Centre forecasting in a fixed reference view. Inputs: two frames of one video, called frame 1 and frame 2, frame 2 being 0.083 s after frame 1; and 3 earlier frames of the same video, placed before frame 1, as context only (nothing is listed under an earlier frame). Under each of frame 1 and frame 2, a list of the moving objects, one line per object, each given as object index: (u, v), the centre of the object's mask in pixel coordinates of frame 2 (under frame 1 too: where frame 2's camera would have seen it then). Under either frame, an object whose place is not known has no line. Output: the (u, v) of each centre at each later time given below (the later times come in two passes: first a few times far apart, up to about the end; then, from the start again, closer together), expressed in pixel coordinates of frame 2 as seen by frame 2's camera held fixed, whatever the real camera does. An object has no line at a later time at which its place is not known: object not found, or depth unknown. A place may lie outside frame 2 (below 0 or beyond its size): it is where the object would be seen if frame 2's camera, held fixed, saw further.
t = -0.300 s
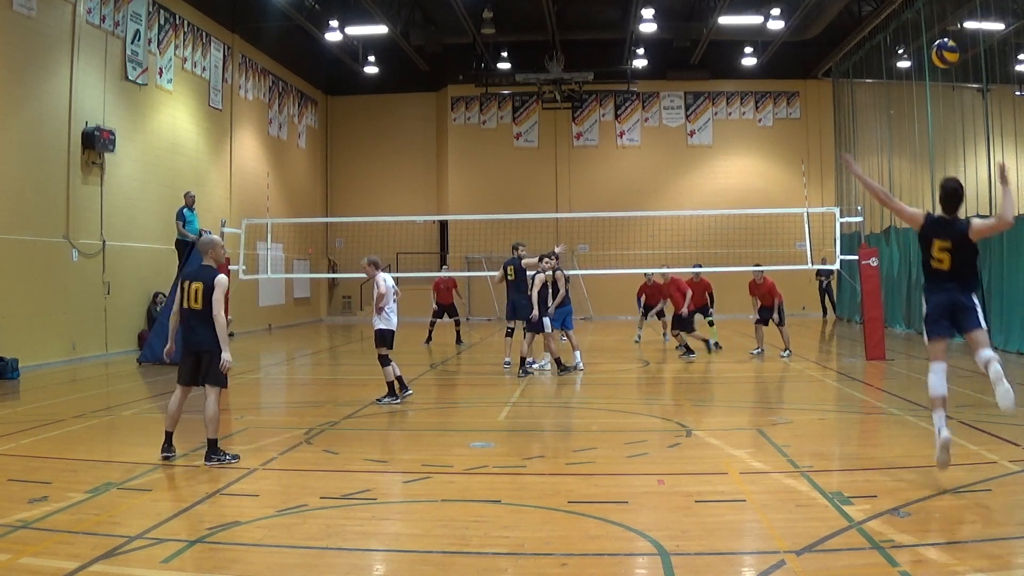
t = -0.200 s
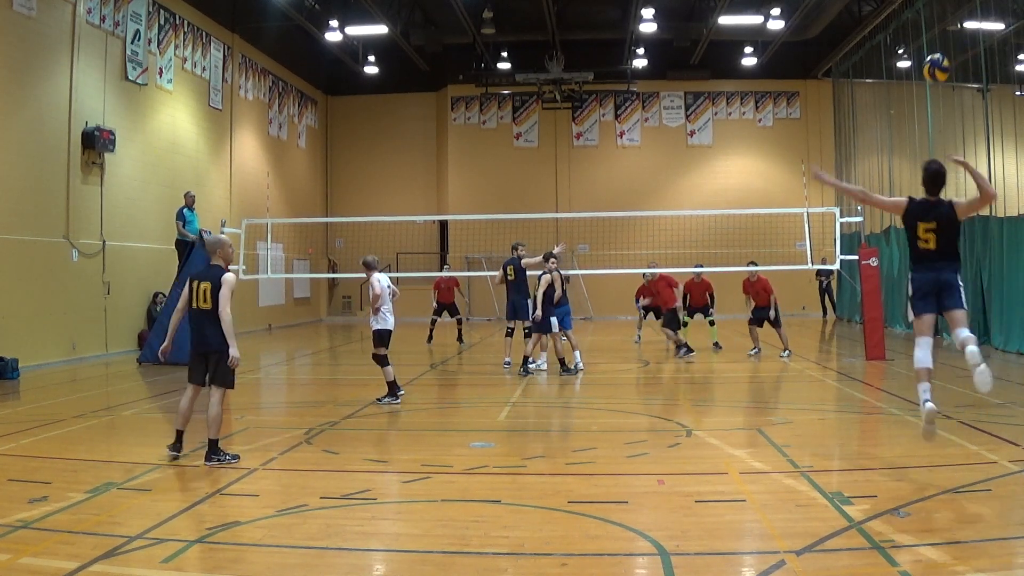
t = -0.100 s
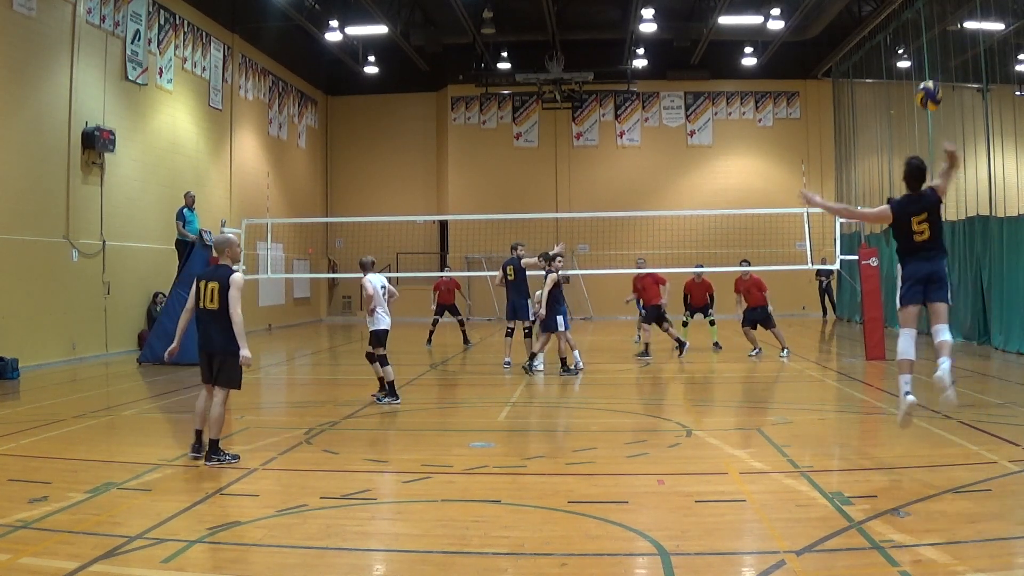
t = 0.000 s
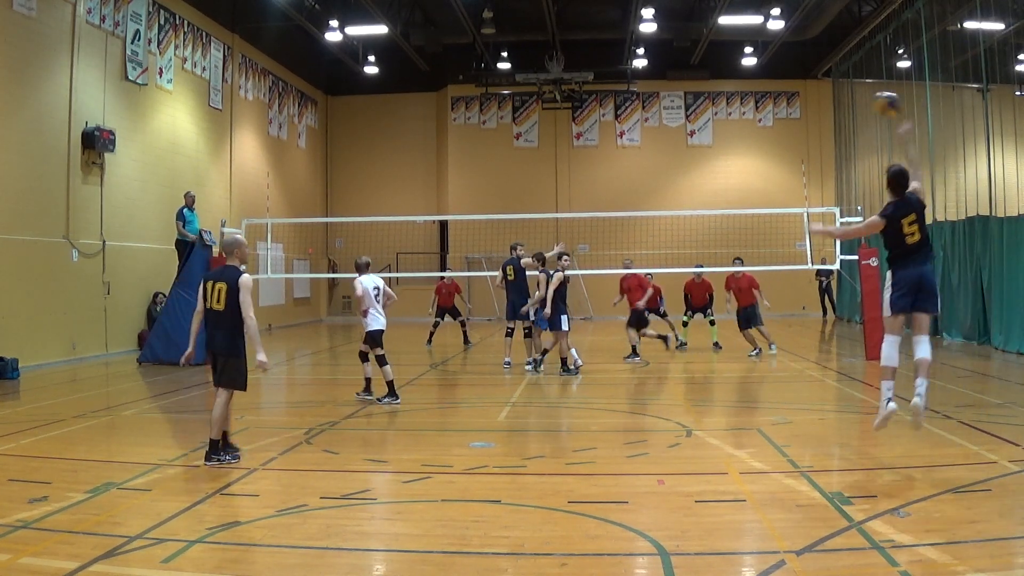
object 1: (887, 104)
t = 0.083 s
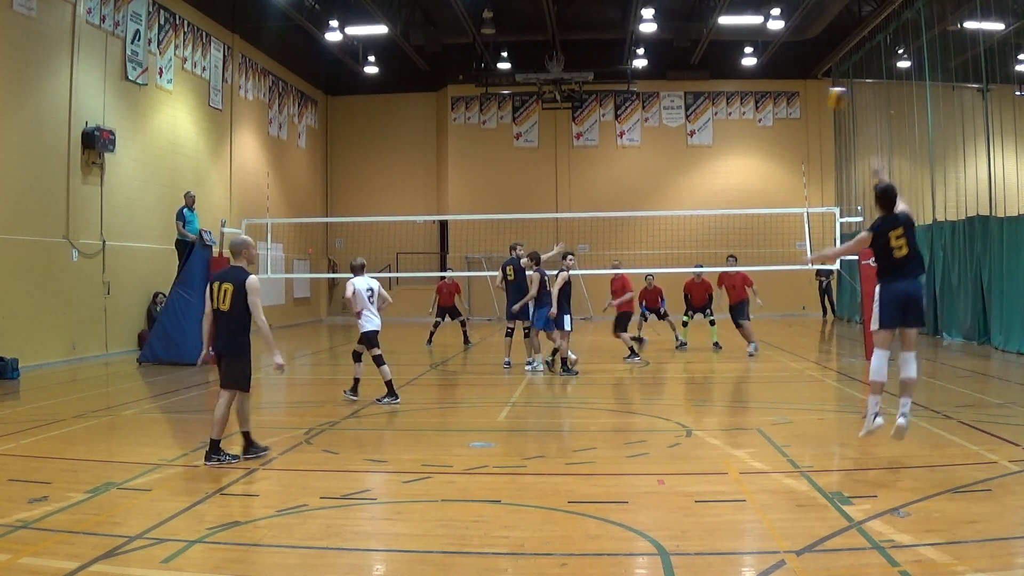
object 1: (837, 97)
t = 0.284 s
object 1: (759, 111)
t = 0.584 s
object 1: (691, 168)
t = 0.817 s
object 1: (651, 221)
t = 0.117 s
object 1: (820, 96)
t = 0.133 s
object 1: (812, 97)
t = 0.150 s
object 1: (806, 98)
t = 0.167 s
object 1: (798, 99)
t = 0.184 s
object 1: (793, 100)
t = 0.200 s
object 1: (785, 101)
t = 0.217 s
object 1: (779, 102)
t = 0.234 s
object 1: (774, 103)
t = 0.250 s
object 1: (768, 106)
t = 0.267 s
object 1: (764, 108)
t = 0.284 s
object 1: (759, 111)
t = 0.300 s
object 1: (755, 113)
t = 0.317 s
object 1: (751, 115)
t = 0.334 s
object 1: (746, 118)
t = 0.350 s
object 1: (741, 120)
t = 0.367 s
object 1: (737, 123)
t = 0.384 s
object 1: (733, 126)
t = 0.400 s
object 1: (730, 129)
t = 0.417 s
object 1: (726, 133)
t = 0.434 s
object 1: (722, 136)
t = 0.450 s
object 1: (718, 139)
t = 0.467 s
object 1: (715, 143)
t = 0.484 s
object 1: (711, 146)
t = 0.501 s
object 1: (708, 150)
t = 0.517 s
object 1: (705, 153)
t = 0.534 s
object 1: (701, 157)
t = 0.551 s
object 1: (698, 160)
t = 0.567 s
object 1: (694, 164)
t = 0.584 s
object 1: (691, 168)
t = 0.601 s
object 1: (688, 172)
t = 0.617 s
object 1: (685, 175)
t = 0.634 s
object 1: (682, 179)
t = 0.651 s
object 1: (679, 183)
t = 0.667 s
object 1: (676, 186)
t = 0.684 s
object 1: (673, 190)
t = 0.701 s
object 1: (671, 194)
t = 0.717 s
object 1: (668, 198)
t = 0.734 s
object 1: (665, 202)
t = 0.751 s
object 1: (662, 206)
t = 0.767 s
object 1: (659, 208)
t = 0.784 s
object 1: (657, 216)
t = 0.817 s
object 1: (651, 221)
